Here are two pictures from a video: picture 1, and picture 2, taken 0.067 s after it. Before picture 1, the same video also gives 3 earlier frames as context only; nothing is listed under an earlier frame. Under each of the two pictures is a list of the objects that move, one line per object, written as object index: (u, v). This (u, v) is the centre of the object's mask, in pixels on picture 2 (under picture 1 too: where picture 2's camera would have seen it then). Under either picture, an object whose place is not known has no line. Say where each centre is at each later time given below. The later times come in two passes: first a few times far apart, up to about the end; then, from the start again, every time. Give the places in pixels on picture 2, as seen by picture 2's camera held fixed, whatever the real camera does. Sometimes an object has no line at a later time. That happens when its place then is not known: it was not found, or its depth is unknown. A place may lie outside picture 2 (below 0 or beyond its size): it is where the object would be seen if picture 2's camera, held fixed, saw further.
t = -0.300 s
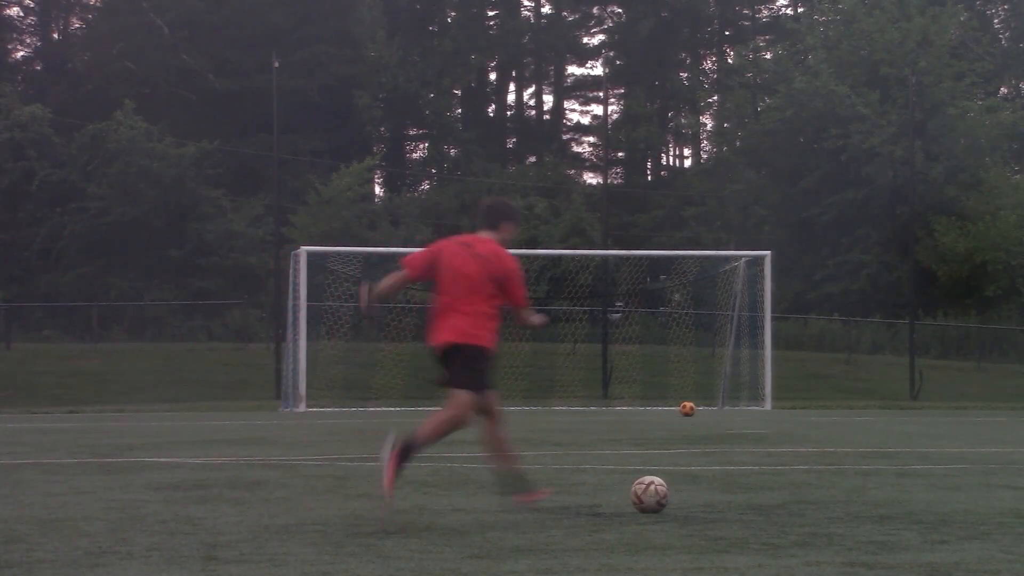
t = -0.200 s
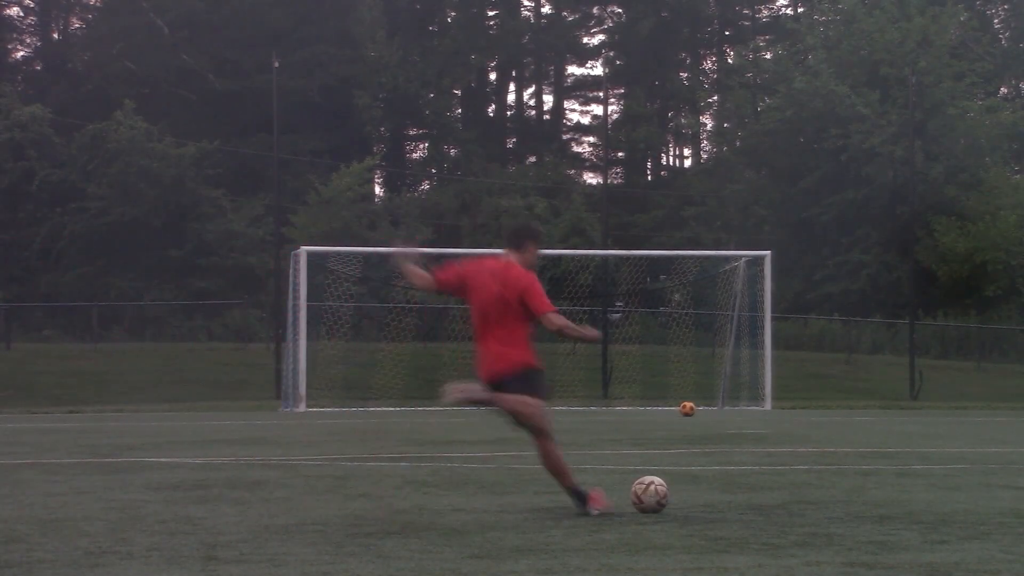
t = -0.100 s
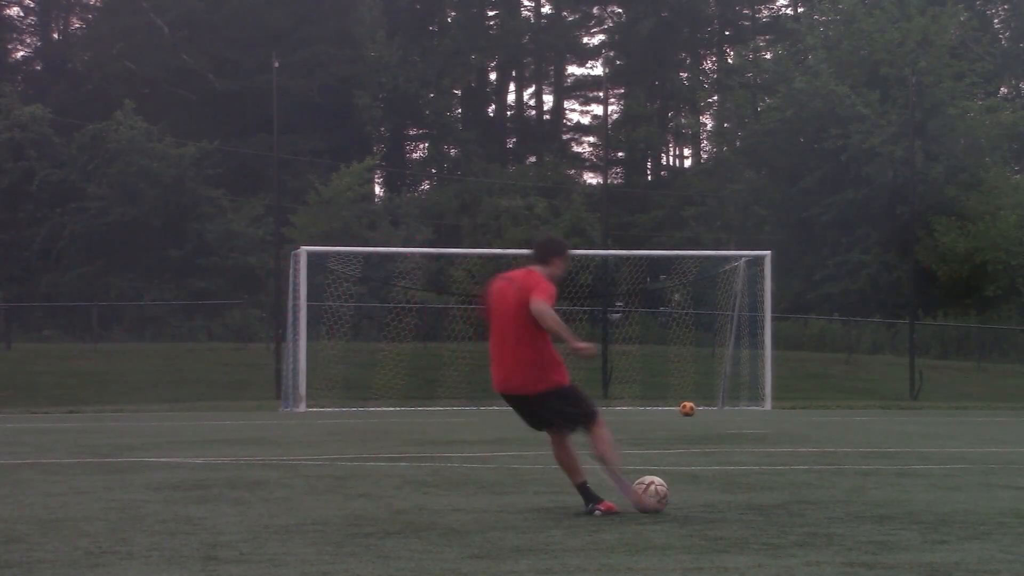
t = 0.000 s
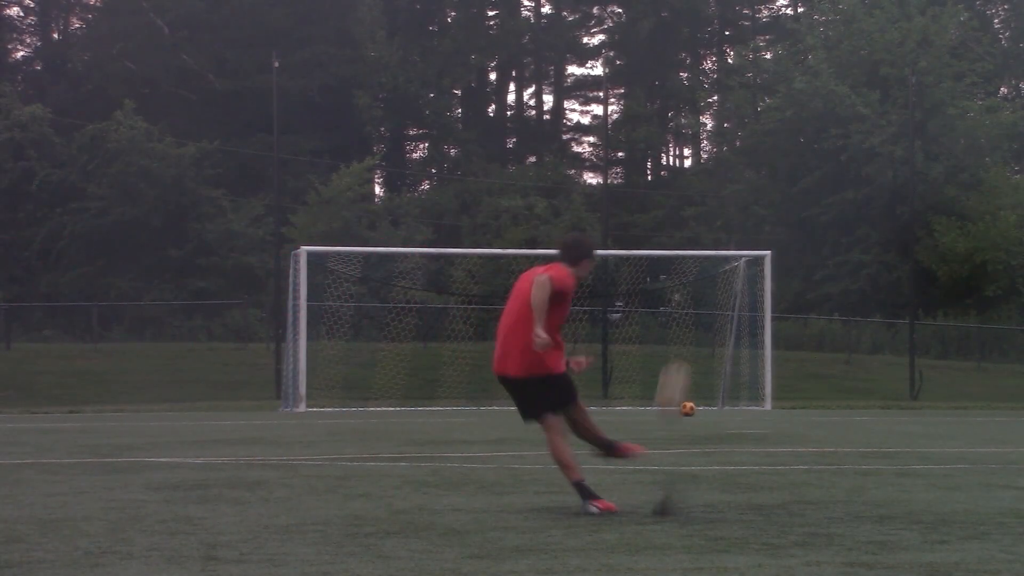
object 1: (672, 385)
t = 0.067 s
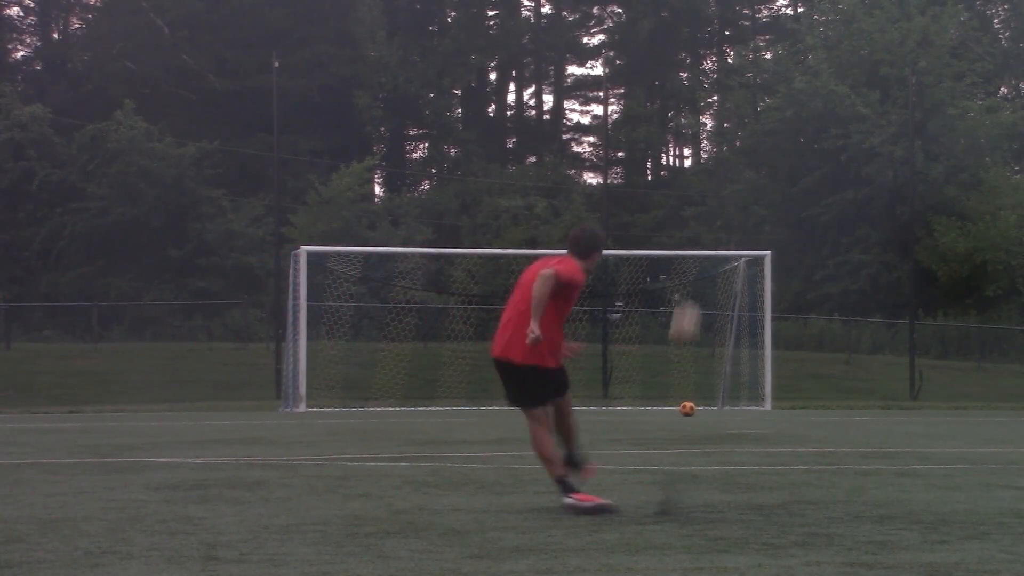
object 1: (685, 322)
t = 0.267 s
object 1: (705, 216)
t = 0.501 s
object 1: (733, 189)
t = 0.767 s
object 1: (753, 220)
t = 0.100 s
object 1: (690, 296)
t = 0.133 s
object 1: (694, 275)
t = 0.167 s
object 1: (697, 257)
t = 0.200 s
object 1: (700, 239)
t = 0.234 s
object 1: (703, 228)
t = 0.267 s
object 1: (705, 216)
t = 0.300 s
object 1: (709, 205)
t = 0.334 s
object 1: (714, 197)
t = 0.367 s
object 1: (718, 193)
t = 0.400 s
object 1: (722, 189)
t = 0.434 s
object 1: (726, 187)
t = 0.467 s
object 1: (730, 188)
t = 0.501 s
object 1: (733, 189)
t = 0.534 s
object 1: (737, 192)
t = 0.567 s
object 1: (739, 194)
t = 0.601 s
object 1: (742, 197)
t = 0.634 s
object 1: (744, 200)
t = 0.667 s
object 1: (747, 205)
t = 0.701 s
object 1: (749, 209)
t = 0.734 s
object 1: (751, 214)
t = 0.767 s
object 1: (753, 220)
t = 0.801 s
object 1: (755, 226)
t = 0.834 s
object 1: (756, 233)
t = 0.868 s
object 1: (758, 241)
